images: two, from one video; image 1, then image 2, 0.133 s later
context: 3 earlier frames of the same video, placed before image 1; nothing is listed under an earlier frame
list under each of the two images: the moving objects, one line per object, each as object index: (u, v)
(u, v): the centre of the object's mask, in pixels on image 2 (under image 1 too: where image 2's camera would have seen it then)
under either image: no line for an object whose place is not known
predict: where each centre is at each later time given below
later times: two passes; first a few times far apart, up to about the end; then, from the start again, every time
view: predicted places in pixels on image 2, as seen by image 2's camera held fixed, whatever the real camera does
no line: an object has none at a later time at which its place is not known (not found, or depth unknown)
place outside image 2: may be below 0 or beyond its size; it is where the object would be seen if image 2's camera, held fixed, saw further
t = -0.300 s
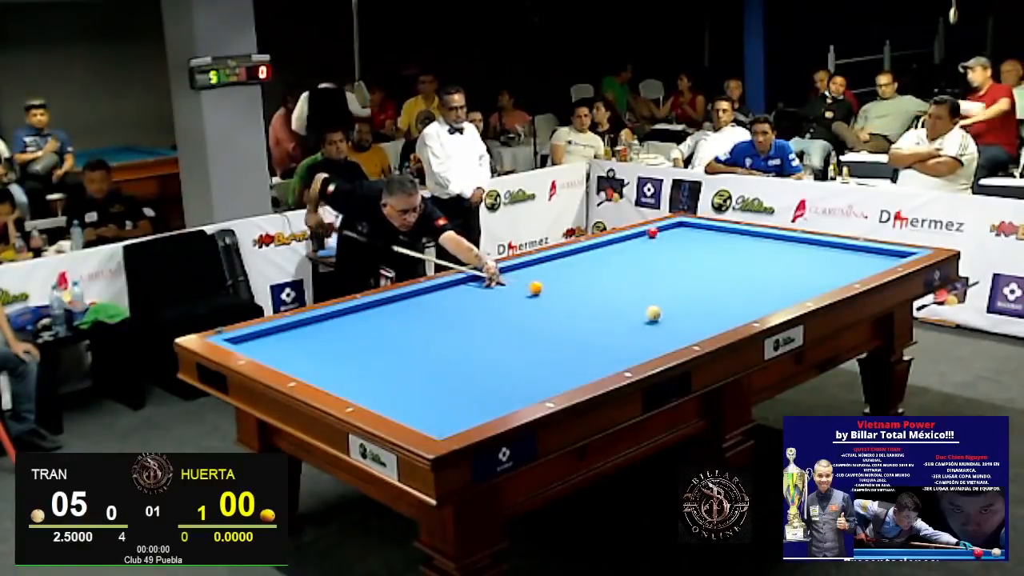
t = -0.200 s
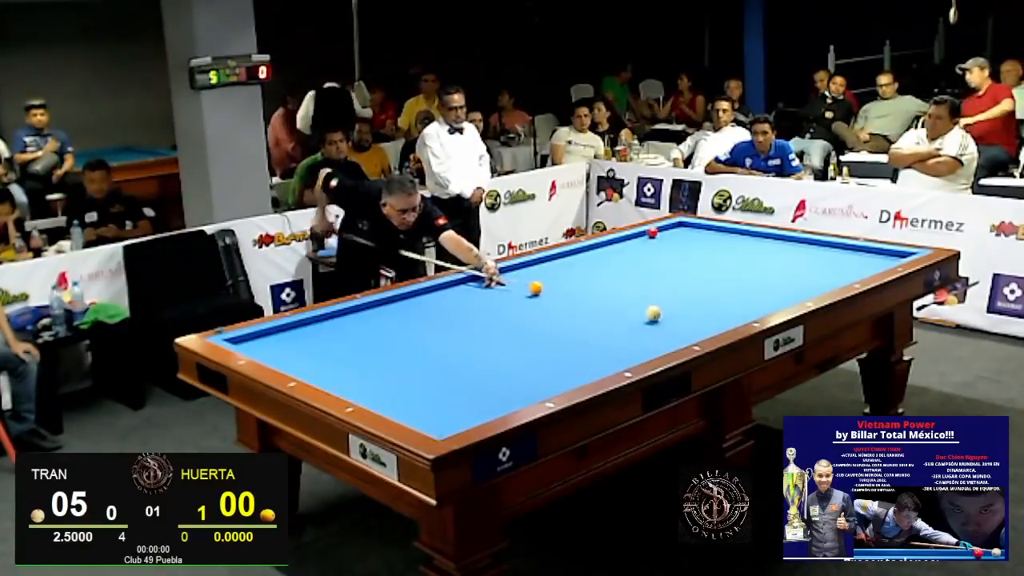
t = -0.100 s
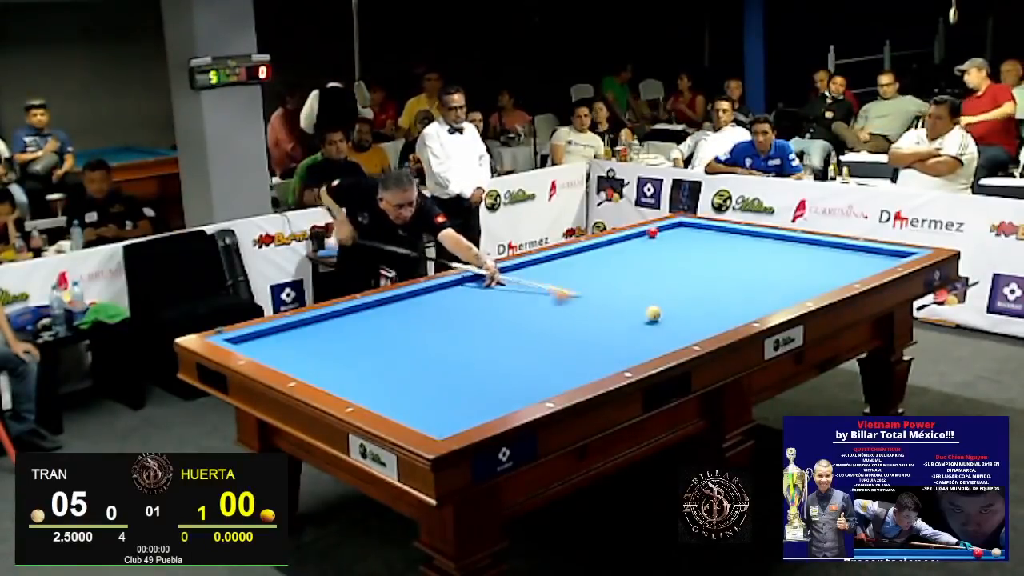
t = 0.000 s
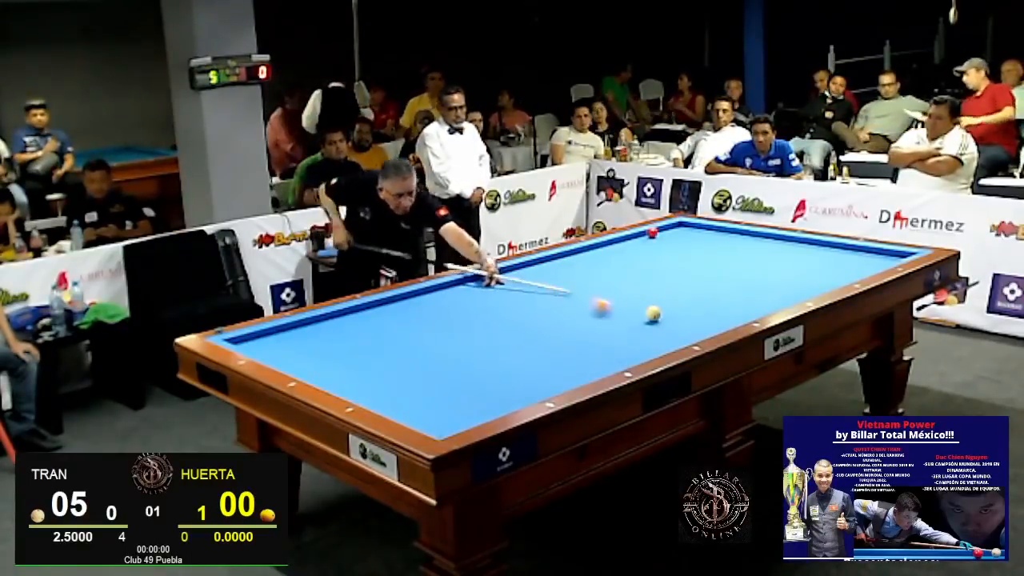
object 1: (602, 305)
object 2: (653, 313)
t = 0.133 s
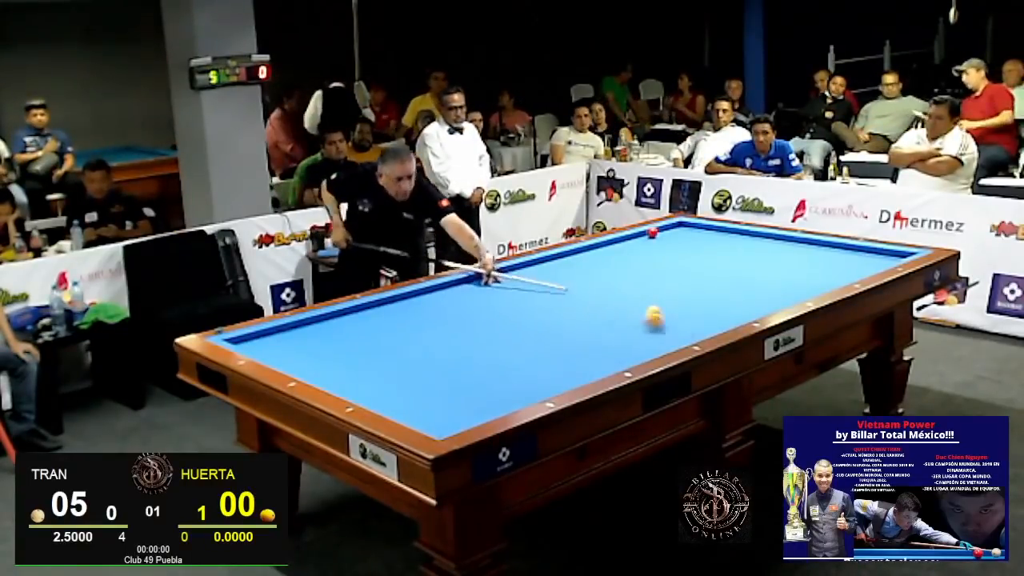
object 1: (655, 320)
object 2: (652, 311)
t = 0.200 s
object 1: (684, 327)
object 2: (653, 313)
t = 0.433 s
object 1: (660, 317)
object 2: (650, 311)
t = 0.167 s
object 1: (670, 324)
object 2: (653, 313)
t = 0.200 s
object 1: (684, 327)
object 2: (653, 313)
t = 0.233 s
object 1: (696, 330)
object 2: (653, 313)
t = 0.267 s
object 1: (697, 329)
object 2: (653, 313)
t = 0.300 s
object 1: (689, 327)
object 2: (653, 313)
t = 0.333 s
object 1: (681, 325)
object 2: (653, 313)
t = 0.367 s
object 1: (672, 322)
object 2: (653, 314)
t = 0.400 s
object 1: (665, 319)
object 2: (653, 313)
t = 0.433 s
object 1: (660, 317)
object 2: (650, 311)
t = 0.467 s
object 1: (660, 317)
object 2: (646, 309)
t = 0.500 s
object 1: (660, 317)
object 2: (642, 307)
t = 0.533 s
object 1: (659, 317)
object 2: (637, 305)
